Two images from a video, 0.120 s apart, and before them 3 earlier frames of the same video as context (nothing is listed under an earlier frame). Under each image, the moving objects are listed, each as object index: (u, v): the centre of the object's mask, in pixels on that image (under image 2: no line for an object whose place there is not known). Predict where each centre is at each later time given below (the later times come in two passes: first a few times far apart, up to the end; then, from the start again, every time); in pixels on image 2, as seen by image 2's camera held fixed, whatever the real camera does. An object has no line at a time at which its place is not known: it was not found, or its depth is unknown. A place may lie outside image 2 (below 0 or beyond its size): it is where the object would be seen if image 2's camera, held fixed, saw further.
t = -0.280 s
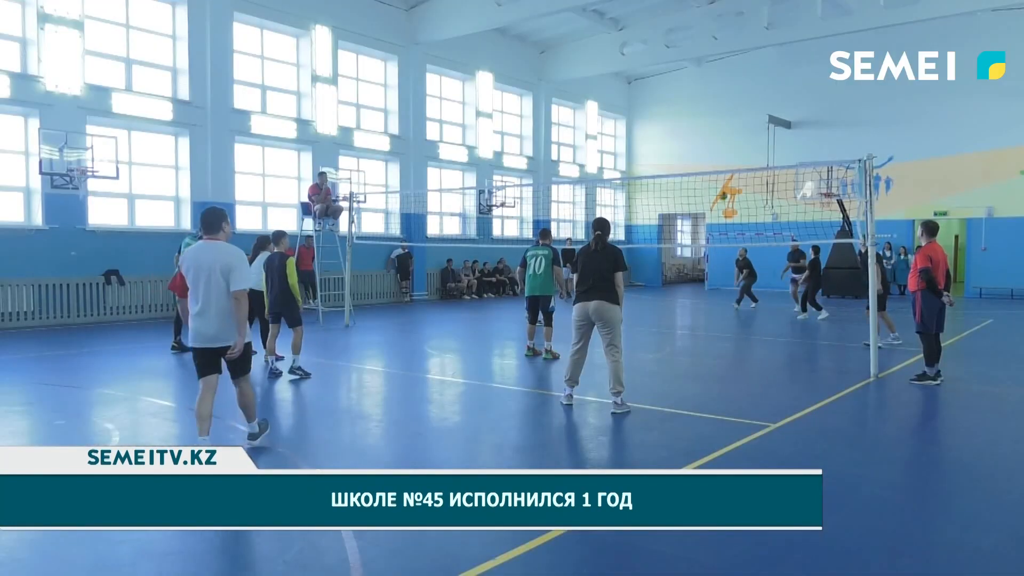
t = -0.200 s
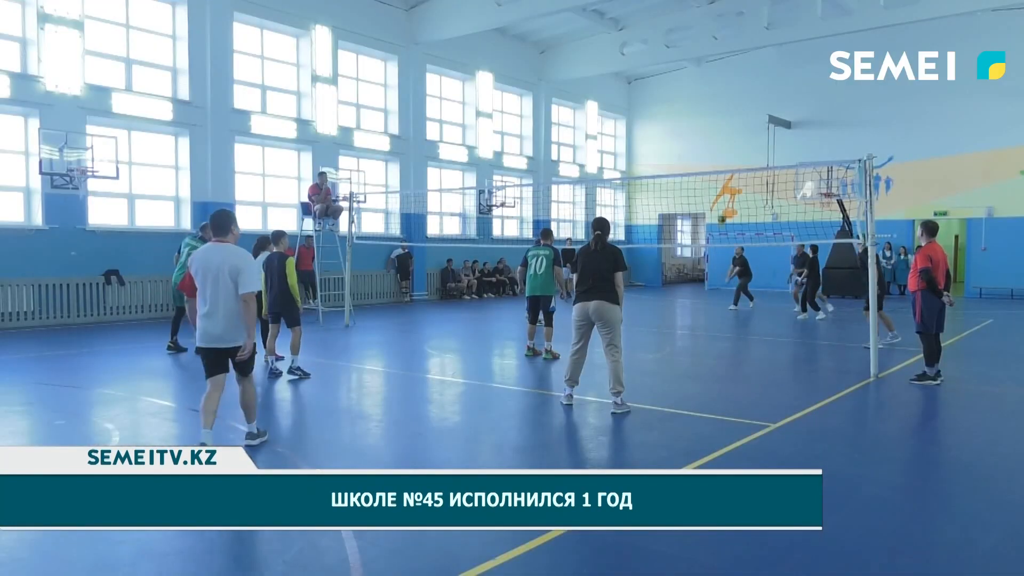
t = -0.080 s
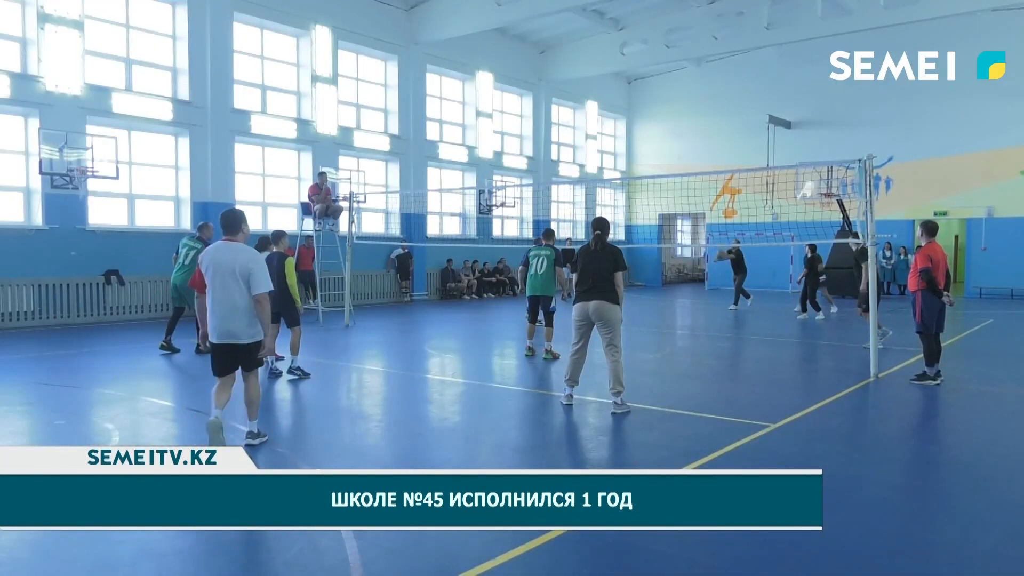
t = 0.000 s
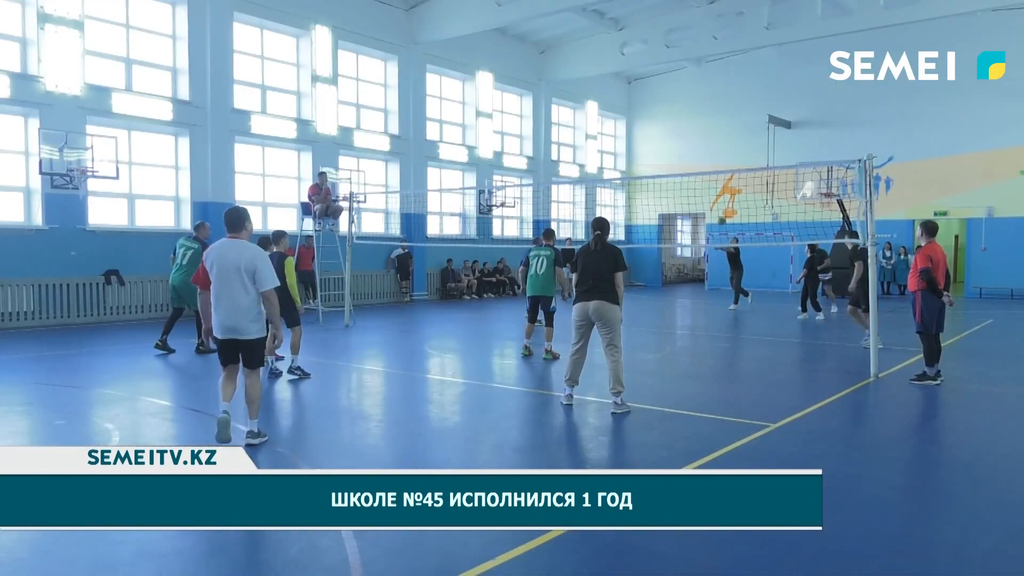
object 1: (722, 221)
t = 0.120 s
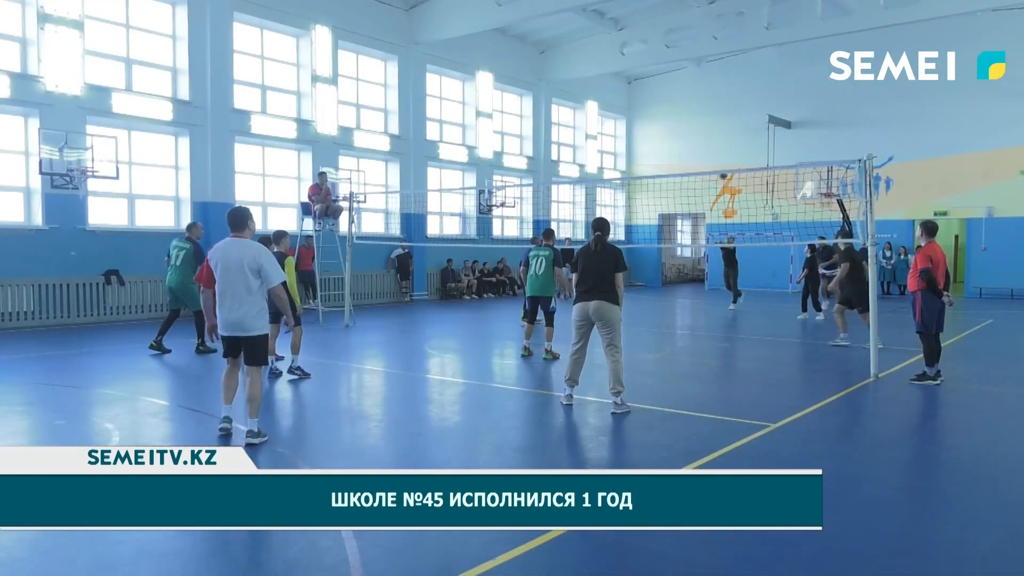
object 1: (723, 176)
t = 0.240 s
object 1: (725, 133)
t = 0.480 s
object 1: (729, 67)
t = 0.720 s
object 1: (733, 26)
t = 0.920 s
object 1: (737, 13)
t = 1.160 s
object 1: (741, 28)
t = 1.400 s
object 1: (745, 81)
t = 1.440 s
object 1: (746, 94)
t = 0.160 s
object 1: (724, 160)
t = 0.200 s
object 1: (724, 146)
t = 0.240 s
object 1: (725, 133)
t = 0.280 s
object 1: (725, 120)
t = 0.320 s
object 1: (726, 108)
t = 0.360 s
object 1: (727, 97)
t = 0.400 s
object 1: (727, 86)
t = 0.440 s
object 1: (728, 77)
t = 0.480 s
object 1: (729, 67)
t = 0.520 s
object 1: (730, 58)
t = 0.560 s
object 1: (730, 50)
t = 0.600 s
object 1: (731, 43)
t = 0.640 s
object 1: (732, 37)
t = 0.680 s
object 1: (733, 31)
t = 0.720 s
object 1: (733, 26)
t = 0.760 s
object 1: (734, 22)
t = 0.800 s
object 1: (735, 18)
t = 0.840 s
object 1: (736, 16)
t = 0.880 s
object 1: (736, 14)
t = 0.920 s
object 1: (737, 13)
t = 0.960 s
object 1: (738, 13)
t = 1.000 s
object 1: (738, 14)
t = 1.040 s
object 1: (739, 16)
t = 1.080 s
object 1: (740, 19)
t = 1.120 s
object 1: (741, 23)
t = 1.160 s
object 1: (741, 28)
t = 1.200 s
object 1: (742, 34)
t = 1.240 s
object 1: (743, 41)
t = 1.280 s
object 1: (743, 49)
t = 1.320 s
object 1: (744, 58)
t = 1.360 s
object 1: (744, 69)
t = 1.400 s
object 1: (745, 81)
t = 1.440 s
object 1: (746, 94)
